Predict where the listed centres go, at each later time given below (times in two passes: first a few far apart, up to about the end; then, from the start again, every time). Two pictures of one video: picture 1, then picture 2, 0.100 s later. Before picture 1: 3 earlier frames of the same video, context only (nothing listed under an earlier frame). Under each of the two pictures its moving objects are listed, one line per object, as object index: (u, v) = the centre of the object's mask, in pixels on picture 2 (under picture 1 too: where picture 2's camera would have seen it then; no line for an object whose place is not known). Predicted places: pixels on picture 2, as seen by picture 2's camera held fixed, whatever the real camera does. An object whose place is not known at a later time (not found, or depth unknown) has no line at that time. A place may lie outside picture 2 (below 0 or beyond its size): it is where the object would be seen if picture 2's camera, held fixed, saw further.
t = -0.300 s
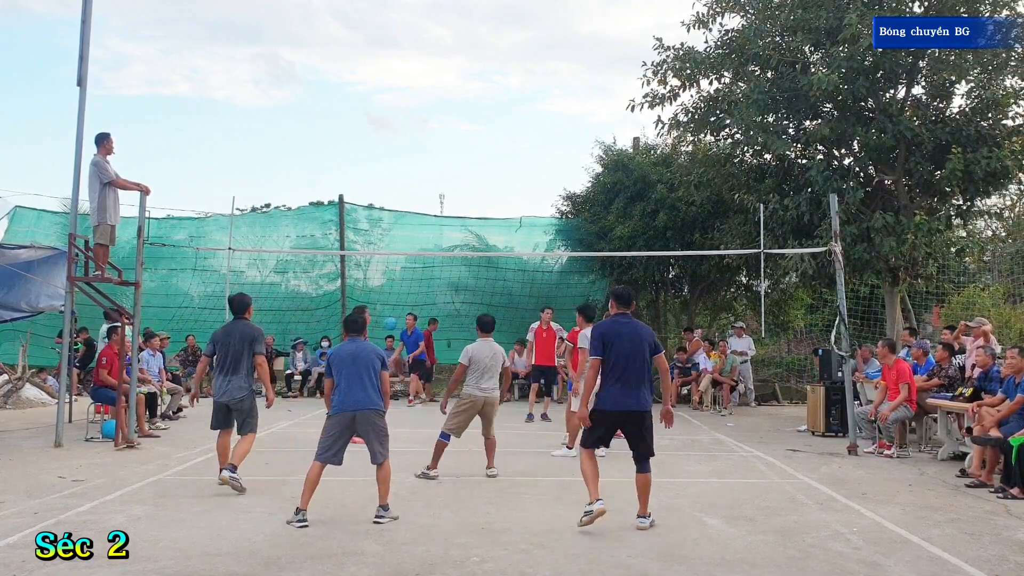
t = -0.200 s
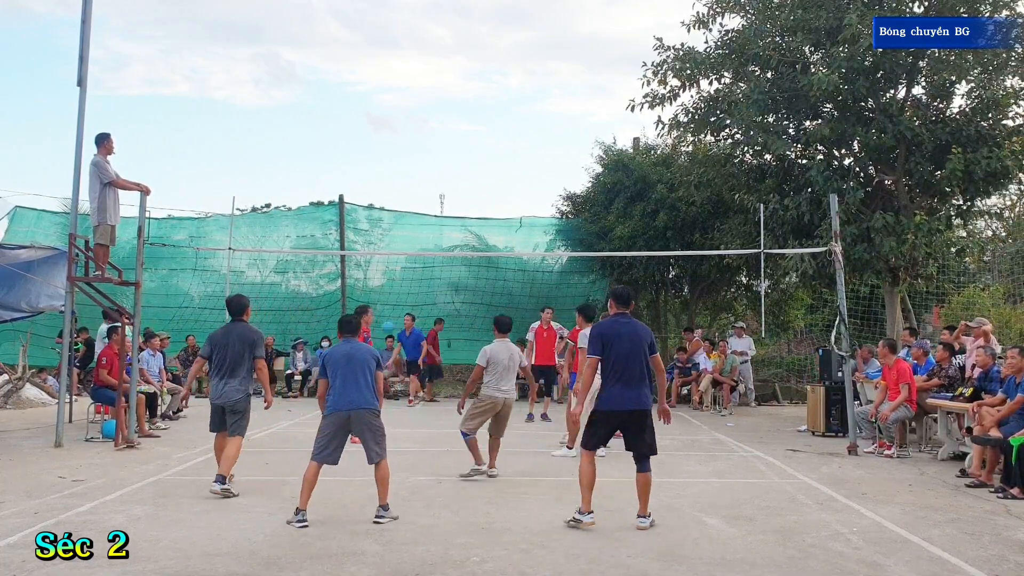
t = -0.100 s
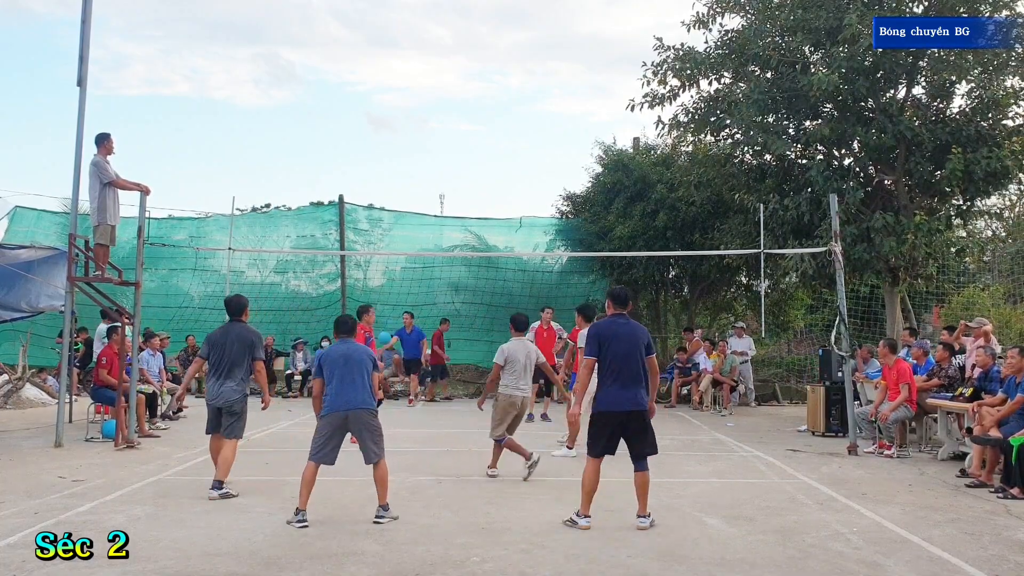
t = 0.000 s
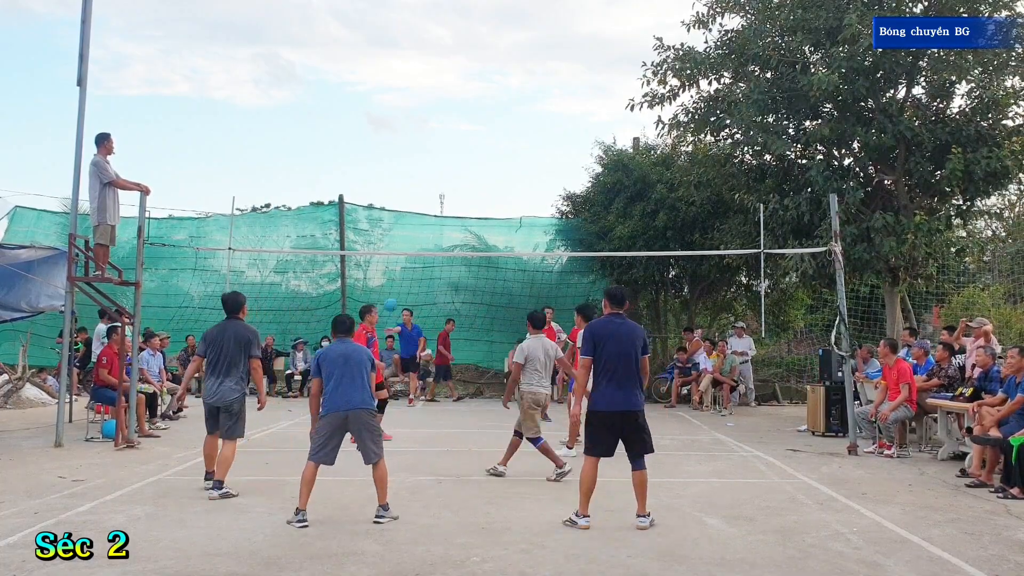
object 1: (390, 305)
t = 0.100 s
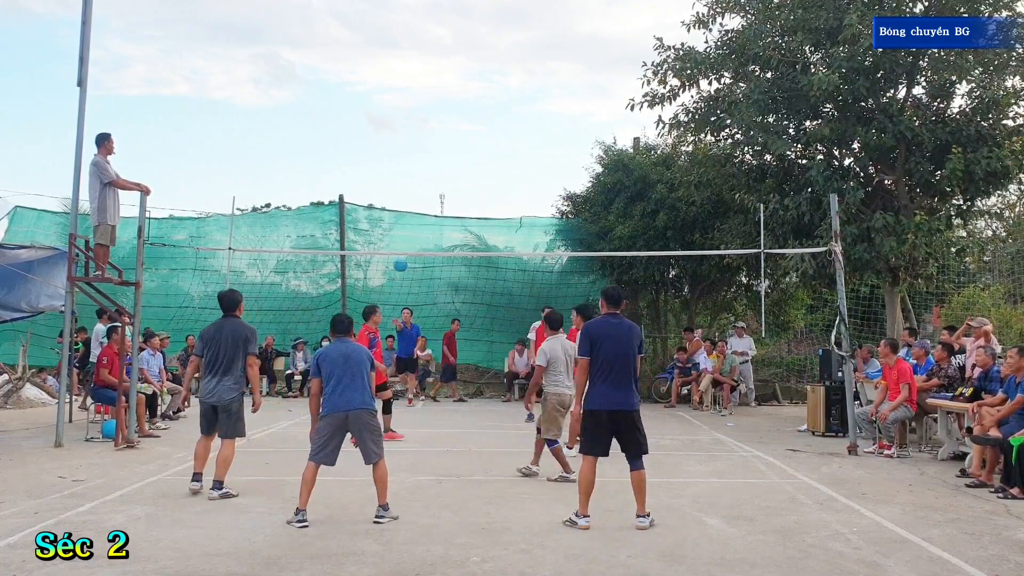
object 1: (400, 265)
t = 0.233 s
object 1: (414, 217)
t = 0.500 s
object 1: (446, 147)
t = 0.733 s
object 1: (479, 123)
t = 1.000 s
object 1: (526, 156)
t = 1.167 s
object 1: (564, 223)
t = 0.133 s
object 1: (404, 252)
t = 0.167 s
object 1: (407, 240)
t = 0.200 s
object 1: (411, 229)
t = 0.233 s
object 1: (414, 217)
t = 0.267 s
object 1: (418, 207)
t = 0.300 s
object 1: (421, 196)
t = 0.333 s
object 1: (425, 187)
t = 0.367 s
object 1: (429, 178)
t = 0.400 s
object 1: (433, 169)
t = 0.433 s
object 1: (437, 161)
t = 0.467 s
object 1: (441, 154)
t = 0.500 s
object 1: (446, 147)
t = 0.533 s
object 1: (450, 142)
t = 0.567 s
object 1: (454, 136)
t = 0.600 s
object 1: (459, 132)
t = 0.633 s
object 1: (464, 129)
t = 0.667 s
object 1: (469, 126)
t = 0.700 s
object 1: (473, 124)
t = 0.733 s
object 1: (479, 123)
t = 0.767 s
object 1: (484, 124)
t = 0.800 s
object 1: (489, 125)
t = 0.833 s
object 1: (495, 127)
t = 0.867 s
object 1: (500, 130)
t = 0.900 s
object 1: (506, 135)
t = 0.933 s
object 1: (513, 140)
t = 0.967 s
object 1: (519, 147)
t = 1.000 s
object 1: (526, 156)
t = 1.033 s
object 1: (533, 166)
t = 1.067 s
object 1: (540, 178)
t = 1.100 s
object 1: (548, 191)
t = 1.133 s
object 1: (555, 206)
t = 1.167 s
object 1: (564, 223)
